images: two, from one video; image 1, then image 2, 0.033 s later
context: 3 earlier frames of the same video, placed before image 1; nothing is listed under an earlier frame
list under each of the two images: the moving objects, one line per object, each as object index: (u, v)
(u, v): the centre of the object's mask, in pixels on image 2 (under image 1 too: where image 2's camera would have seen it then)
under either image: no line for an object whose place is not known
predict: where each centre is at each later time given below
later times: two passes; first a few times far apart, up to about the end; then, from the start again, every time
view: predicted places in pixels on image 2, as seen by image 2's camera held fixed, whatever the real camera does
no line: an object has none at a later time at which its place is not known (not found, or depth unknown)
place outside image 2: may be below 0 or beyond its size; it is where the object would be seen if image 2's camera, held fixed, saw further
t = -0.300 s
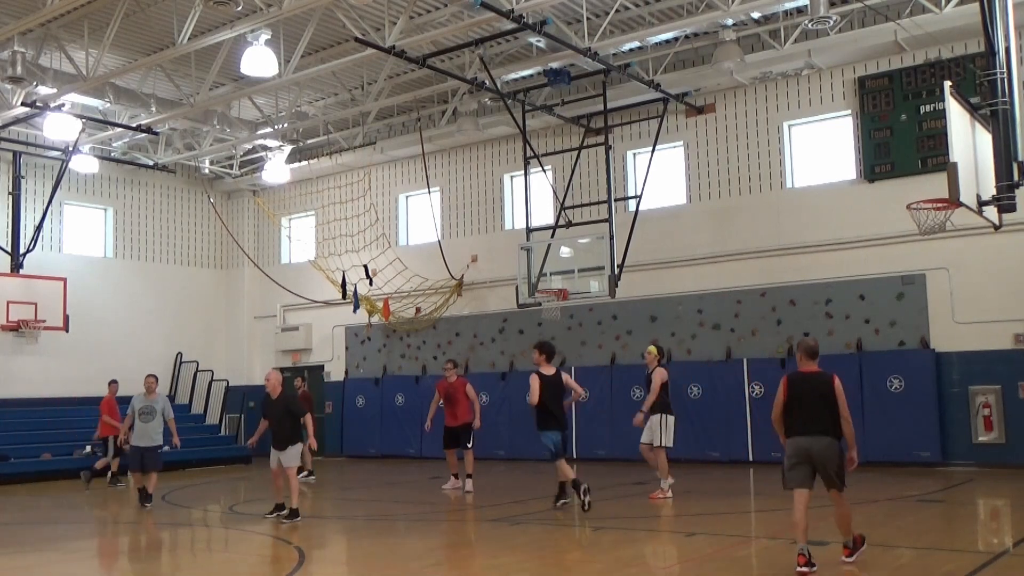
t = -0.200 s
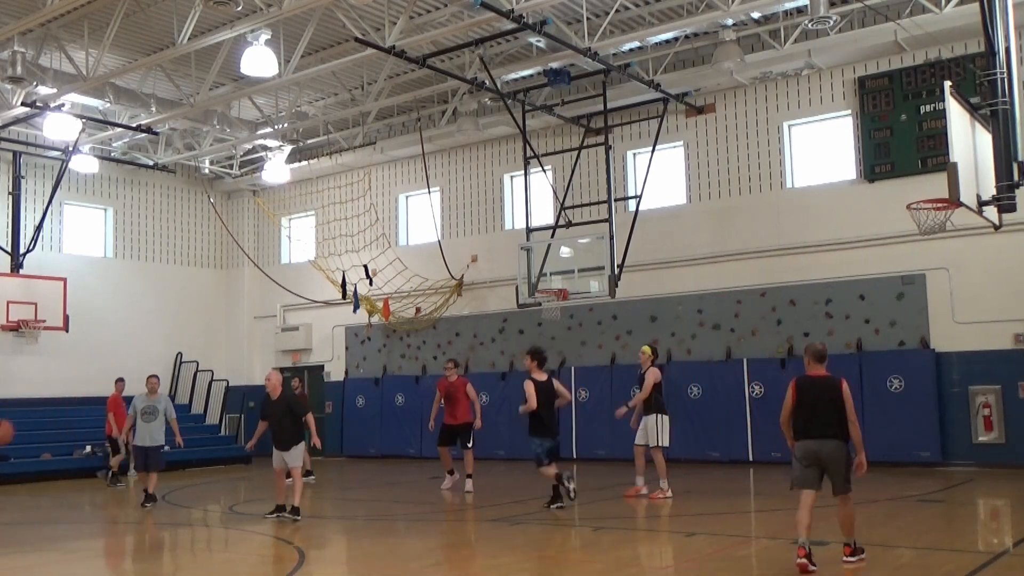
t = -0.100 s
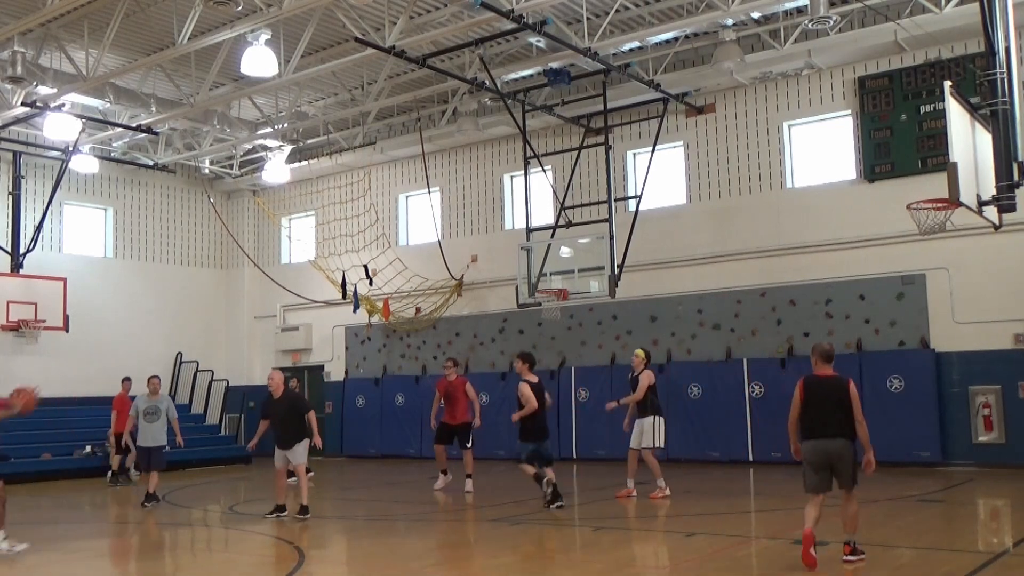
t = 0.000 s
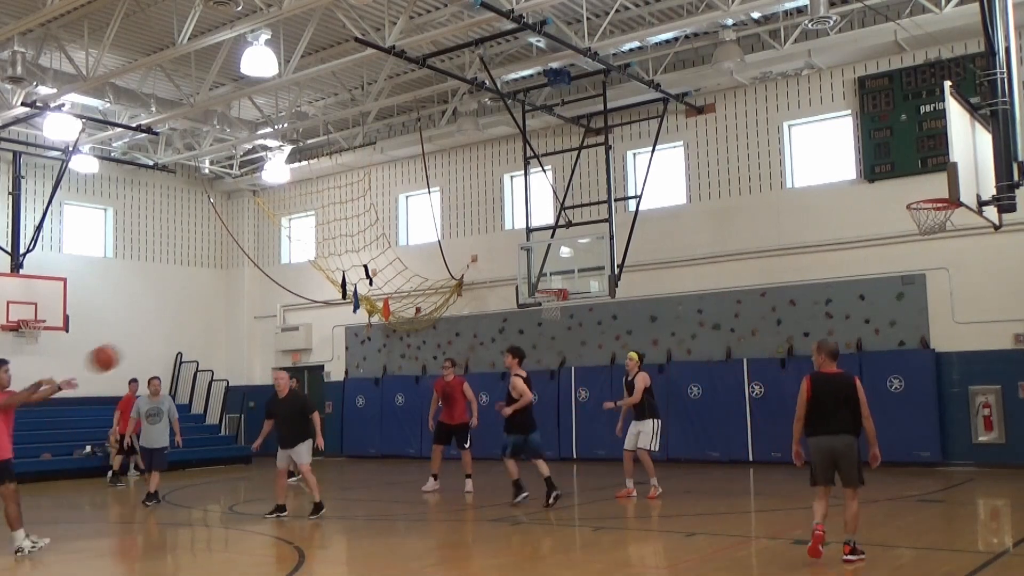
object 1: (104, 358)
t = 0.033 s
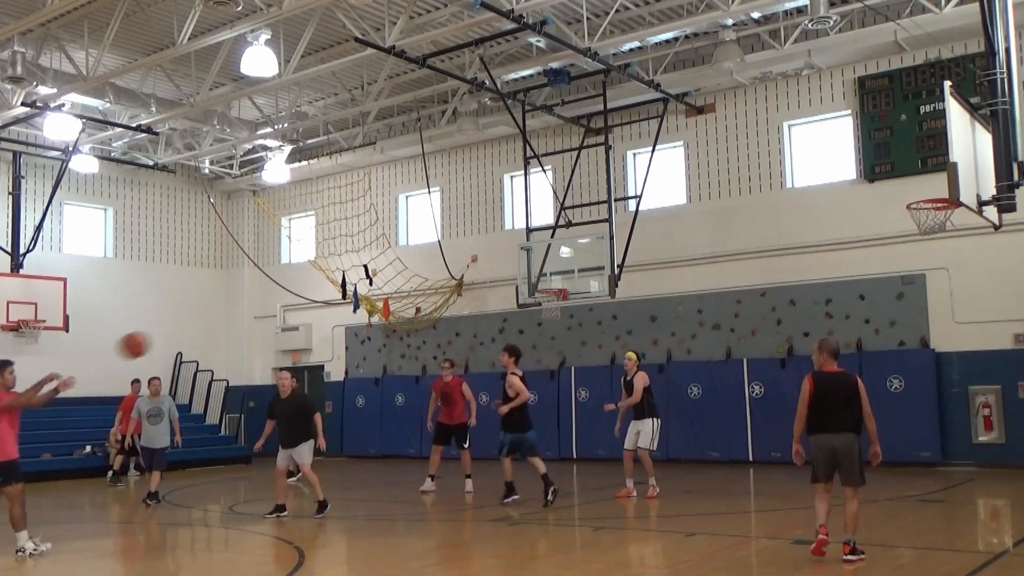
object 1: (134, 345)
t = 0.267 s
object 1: (342, 287)
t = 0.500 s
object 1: (553, 288)
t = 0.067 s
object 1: (164, 333)
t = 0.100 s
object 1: (194, 322)
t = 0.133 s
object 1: (223, 313)
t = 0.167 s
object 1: (253, 304)
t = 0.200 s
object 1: (282, 298)
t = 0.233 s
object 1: (311, 292)
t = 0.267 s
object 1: (342, 287)
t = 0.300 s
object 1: (371, 284)
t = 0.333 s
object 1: (401, 281)
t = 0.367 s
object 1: (431, 280)
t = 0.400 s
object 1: (462, 280)
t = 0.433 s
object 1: (491, 280)
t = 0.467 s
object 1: (523, 284)
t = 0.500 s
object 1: (553, 288)
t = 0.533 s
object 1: (584, 293)
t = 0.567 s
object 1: (616, 300)
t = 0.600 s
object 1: (647, 307)
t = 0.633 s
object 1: (677, 315)
